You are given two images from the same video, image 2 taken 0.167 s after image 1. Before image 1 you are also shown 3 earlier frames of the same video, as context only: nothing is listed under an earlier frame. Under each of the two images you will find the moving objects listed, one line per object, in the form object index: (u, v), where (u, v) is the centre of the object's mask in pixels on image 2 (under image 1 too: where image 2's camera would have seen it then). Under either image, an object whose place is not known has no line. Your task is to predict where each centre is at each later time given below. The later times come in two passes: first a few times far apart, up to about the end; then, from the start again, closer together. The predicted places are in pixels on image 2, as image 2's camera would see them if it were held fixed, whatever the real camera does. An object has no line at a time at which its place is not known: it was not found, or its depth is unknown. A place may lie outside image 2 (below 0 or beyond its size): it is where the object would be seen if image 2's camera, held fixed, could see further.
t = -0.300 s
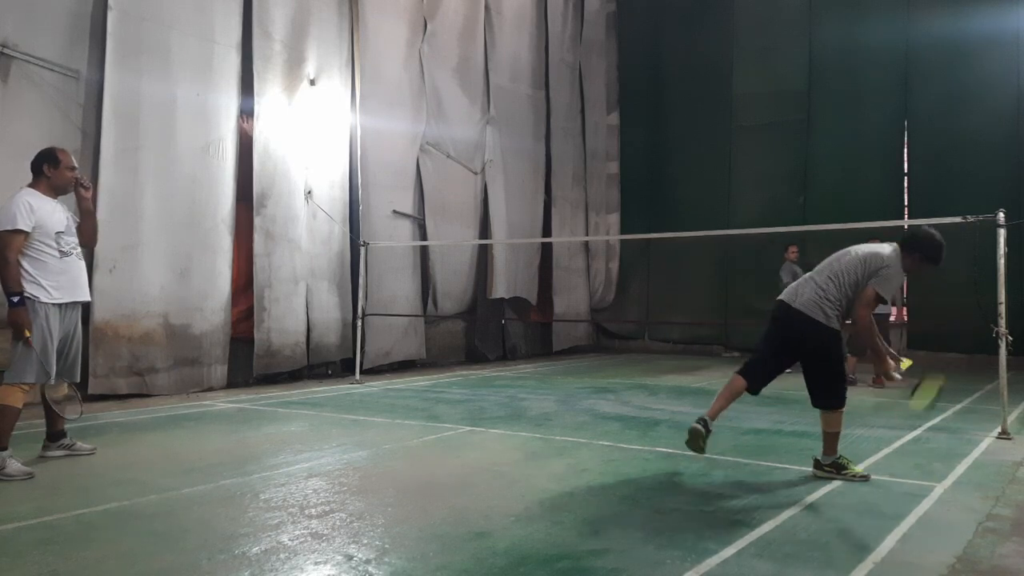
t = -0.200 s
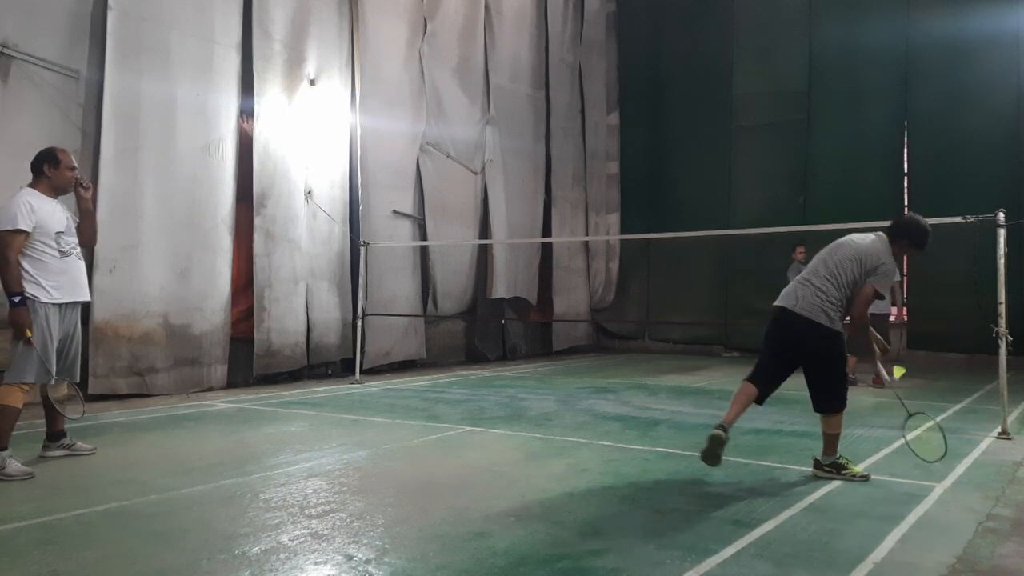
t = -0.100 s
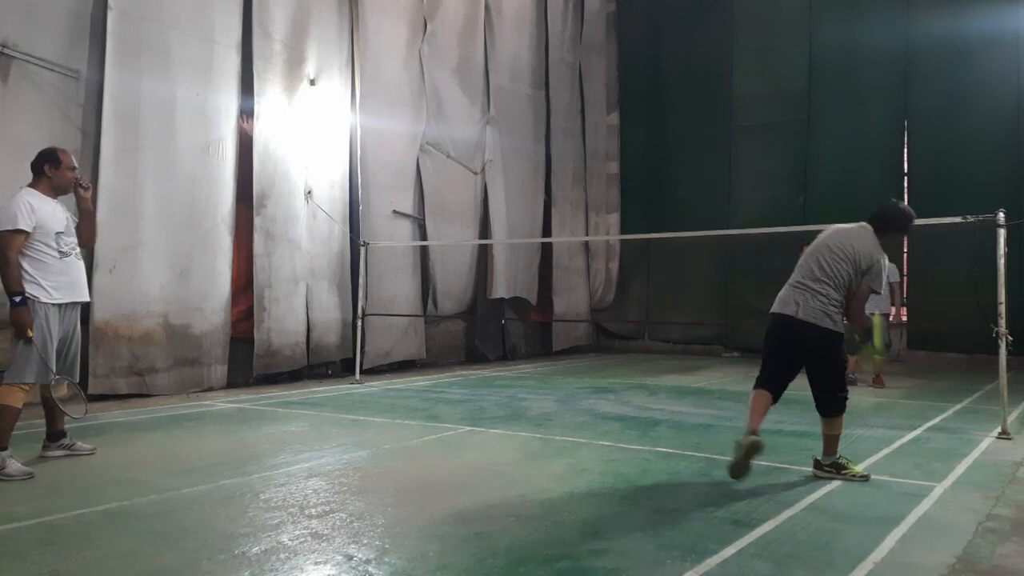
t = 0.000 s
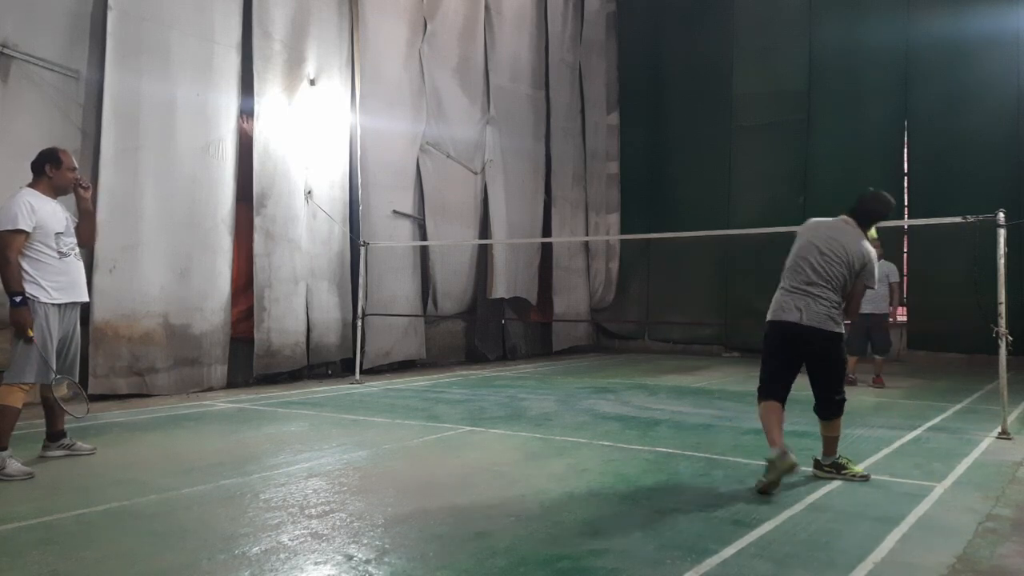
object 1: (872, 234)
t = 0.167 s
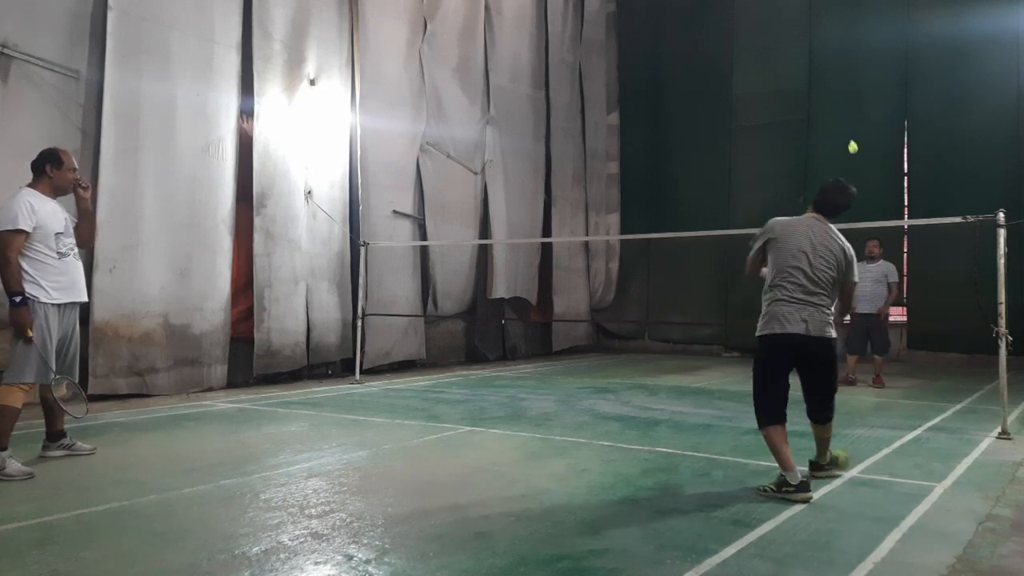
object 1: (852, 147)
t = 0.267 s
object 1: (846, 127)
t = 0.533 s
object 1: (835, 137)
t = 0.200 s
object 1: (850, 139)
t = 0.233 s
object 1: (848, 132)
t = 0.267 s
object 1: (846, 127)
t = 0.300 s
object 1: (845, 124)
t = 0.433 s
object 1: (838, 125)
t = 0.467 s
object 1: (837, 128)
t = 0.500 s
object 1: (836, 132)
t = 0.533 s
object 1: (835, 137)
